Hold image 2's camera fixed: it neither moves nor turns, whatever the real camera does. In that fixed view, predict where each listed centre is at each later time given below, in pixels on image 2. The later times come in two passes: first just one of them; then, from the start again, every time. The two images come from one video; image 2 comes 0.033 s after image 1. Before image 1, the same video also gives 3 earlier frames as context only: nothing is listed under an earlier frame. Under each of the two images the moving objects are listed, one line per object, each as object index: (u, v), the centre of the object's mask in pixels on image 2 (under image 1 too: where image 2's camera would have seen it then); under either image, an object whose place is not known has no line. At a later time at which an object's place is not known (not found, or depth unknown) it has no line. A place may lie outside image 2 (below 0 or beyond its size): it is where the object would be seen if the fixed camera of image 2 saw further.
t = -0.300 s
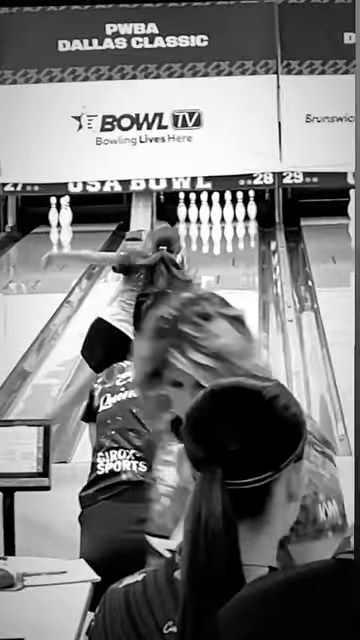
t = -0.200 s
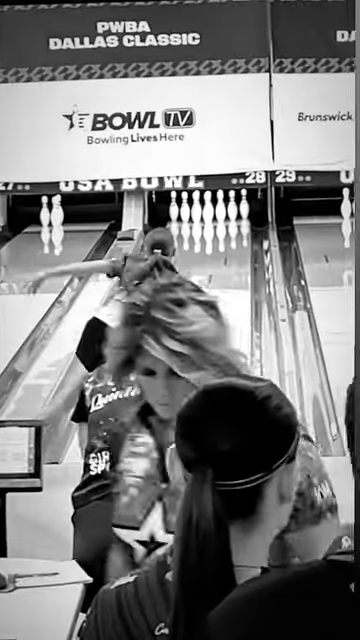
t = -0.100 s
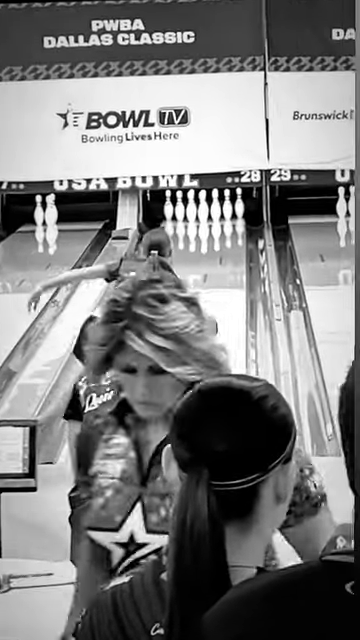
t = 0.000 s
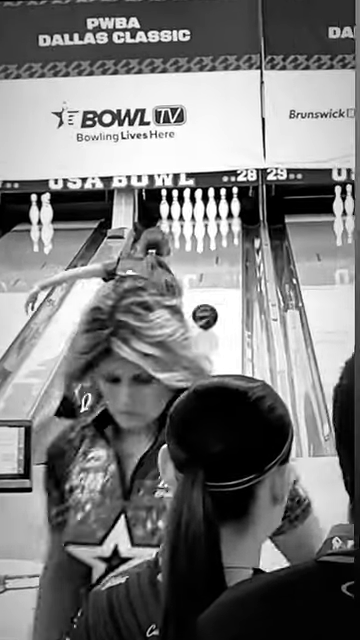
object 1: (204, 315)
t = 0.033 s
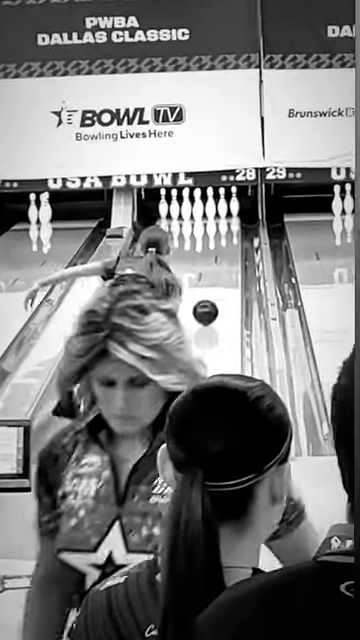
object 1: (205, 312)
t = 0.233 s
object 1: (213, 292)
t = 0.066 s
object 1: (207, 308)
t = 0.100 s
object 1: (208, 304)
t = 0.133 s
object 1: (209, 301)
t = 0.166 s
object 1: (211, 298)
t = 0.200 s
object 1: (212, 295)
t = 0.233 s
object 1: (213, 292)
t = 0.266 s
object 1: (213, 288)
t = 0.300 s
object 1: (214, 286)
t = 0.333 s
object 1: (216, 282)
